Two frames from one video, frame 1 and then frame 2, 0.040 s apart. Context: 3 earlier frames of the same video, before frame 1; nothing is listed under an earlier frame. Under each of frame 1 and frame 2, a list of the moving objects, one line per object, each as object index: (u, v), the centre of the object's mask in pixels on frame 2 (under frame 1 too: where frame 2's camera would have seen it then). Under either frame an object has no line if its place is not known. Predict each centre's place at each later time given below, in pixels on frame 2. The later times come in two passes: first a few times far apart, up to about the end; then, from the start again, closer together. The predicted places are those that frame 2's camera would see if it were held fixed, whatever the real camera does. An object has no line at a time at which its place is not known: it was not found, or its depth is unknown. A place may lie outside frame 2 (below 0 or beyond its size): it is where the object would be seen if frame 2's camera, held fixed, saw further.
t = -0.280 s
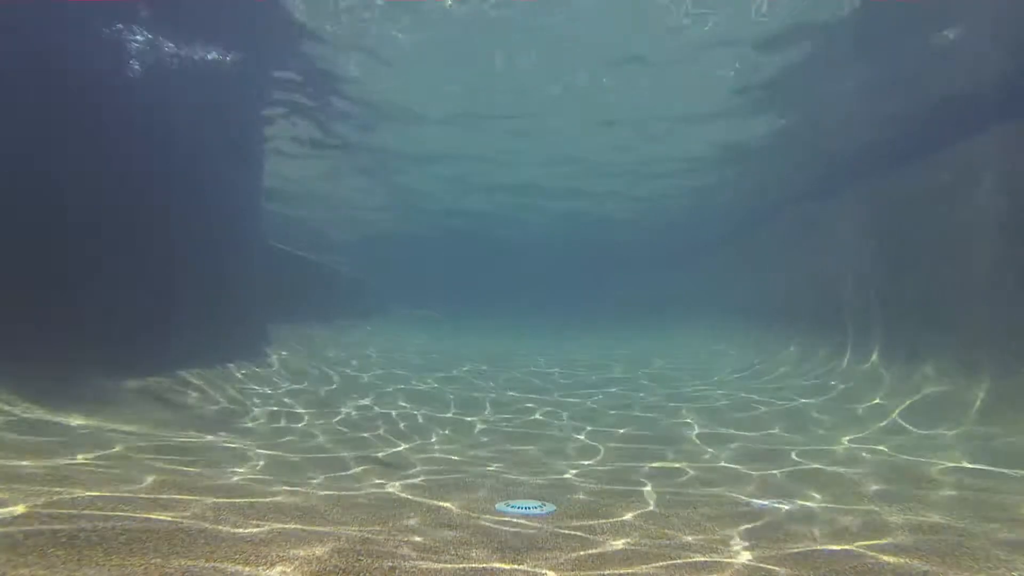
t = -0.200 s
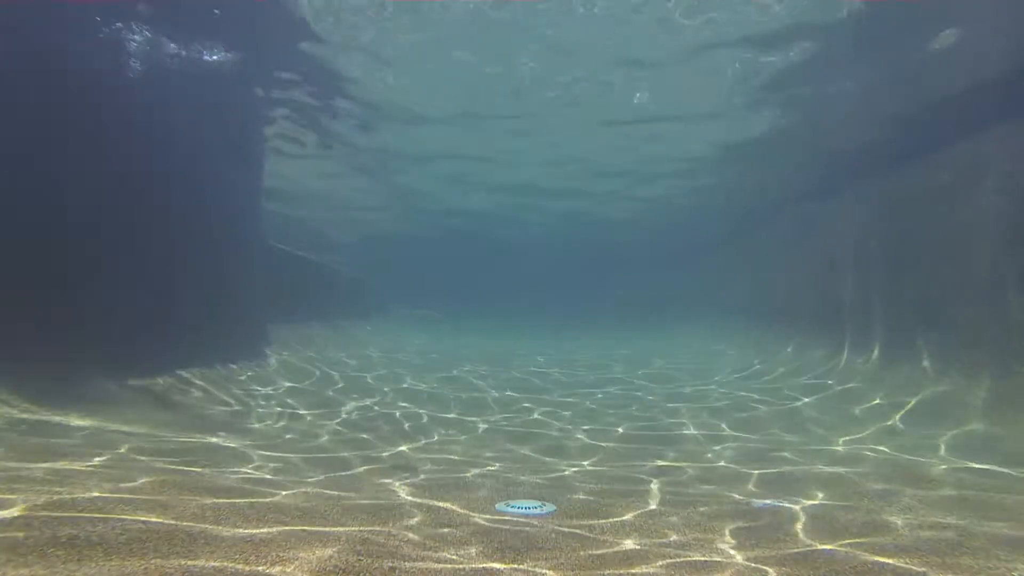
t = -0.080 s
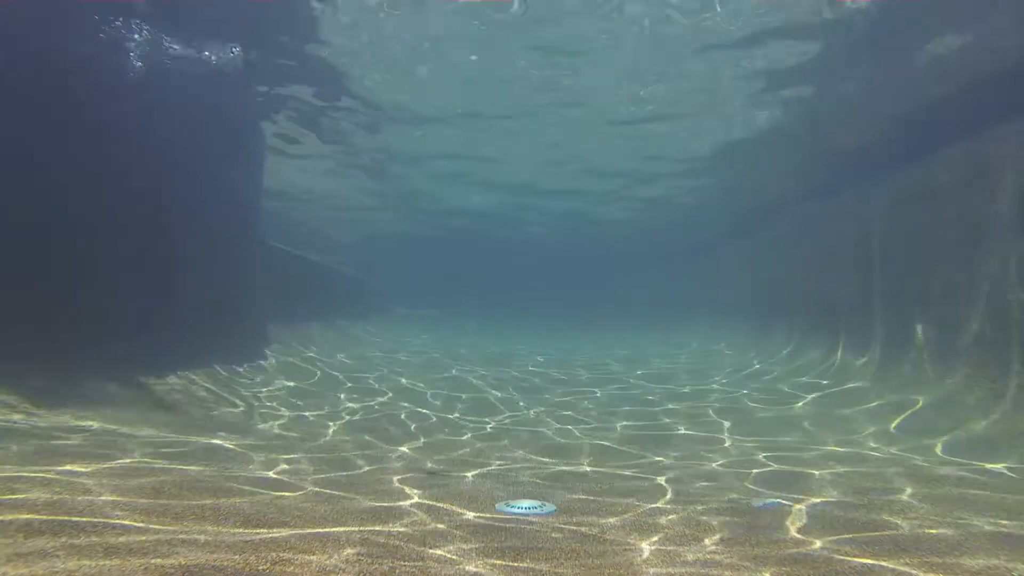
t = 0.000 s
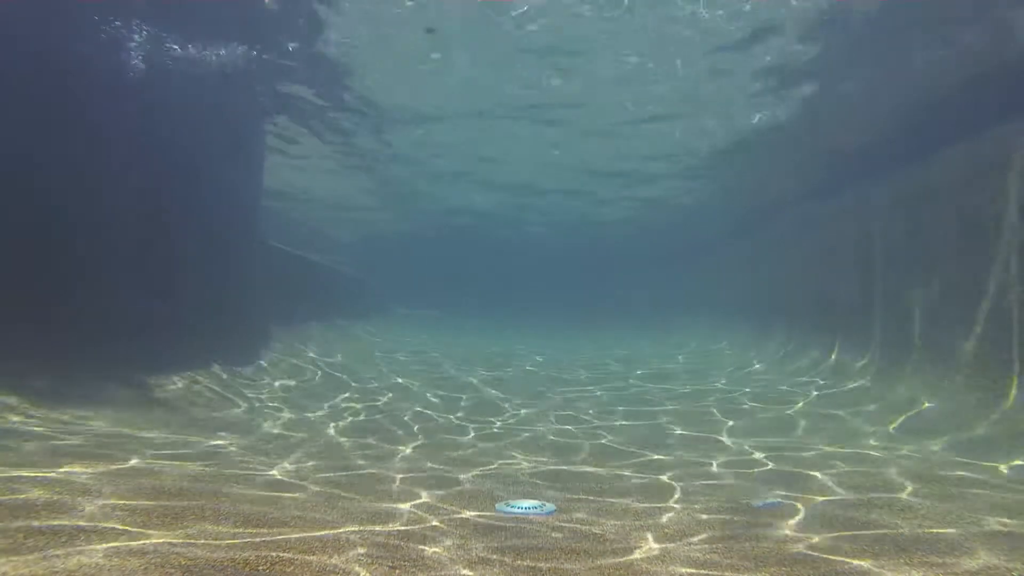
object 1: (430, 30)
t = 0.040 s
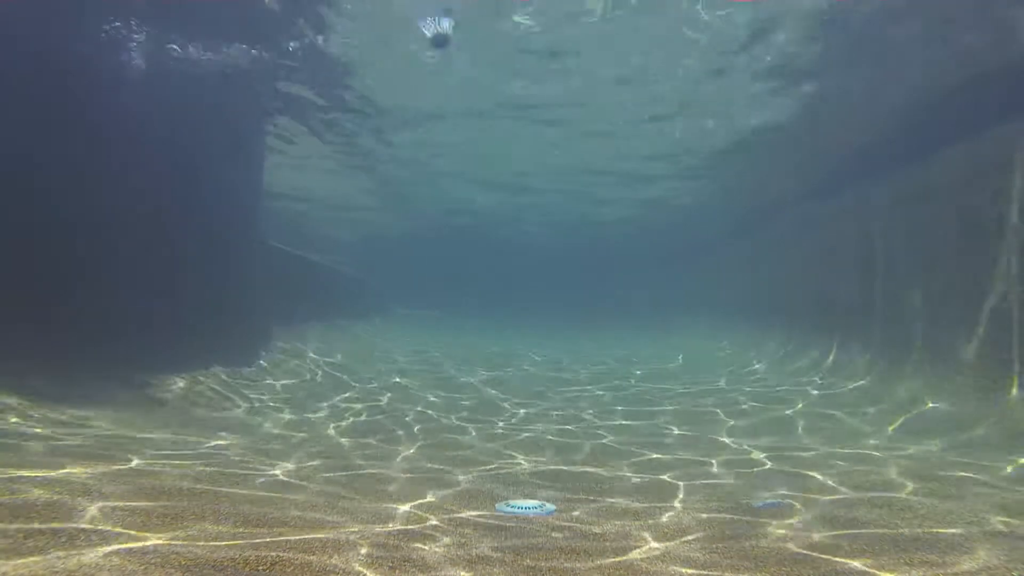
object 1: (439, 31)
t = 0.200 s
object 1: (465, 72)
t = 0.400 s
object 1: (473, 108)
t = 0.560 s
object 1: (476, 127)
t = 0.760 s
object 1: (476, 145)
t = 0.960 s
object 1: (474, 159)
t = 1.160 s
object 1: (472, 169)
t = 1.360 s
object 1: (470, 177)
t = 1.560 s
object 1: (466, 185)
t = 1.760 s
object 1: (463, 191)
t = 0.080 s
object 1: (448, 54)
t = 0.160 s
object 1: (458, 79)
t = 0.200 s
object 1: (465, 72)
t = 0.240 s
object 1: (467, 83)
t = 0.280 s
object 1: (468, 91)
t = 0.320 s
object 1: (470, 97)
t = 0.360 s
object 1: (472, 102)
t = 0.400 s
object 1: (473, 108)
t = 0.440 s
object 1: (474, 113)
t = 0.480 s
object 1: (473, 117)
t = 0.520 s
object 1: (476, 123)
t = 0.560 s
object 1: (476, 127)
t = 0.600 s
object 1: (477, 131)
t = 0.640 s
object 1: (477, 135)
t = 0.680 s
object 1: (477, 138)
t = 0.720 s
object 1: (477, 142)
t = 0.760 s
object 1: (476, 145)
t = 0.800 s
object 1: (477, 148)
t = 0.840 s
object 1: (476, 151)
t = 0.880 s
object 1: (476, 153)
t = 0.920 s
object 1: (475, 156)
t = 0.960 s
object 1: (474, 159)
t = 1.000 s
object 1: (474, 161)
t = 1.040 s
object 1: (474, 164)
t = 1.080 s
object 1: (473, 165)
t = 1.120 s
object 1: (472, 167)
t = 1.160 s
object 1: (472, 169)
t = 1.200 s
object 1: (472, 171)
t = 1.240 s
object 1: (471, 172)
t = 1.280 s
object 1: (470, 174)
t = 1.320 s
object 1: (470, 177)
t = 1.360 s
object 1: (470, 177)
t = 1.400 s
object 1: (470, 179)
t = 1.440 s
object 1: (469, 181)
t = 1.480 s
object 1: (468, 181)
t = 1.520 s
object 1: (467, 182)
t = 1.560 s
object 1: (466, 185)
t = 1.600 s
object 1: (465, 186)
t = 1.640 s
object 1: (464, 188)
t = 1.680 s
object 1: (465, 189)
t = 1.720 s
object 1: (463, 192)
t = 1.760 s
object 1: (463, 191)
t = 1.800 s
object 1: (463, 193)
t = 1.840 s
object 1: (462, 194)
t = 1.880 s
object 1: (461, 195)
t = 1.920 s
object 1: (459, 196)
